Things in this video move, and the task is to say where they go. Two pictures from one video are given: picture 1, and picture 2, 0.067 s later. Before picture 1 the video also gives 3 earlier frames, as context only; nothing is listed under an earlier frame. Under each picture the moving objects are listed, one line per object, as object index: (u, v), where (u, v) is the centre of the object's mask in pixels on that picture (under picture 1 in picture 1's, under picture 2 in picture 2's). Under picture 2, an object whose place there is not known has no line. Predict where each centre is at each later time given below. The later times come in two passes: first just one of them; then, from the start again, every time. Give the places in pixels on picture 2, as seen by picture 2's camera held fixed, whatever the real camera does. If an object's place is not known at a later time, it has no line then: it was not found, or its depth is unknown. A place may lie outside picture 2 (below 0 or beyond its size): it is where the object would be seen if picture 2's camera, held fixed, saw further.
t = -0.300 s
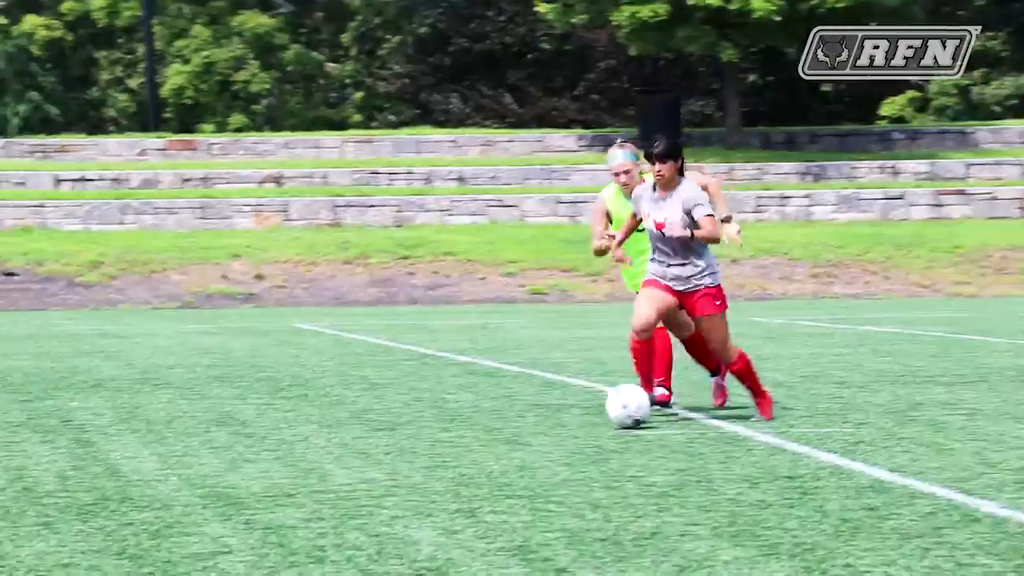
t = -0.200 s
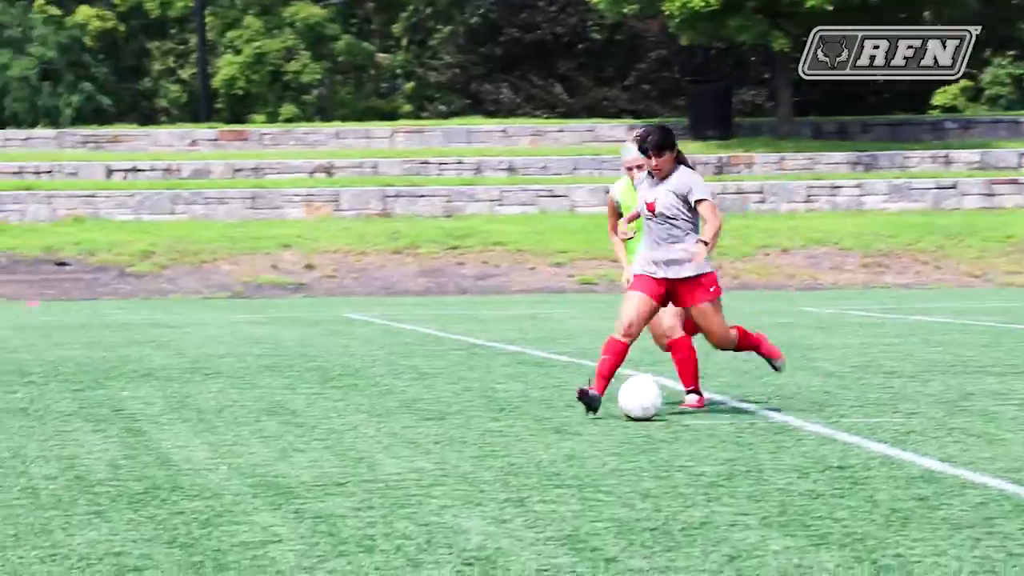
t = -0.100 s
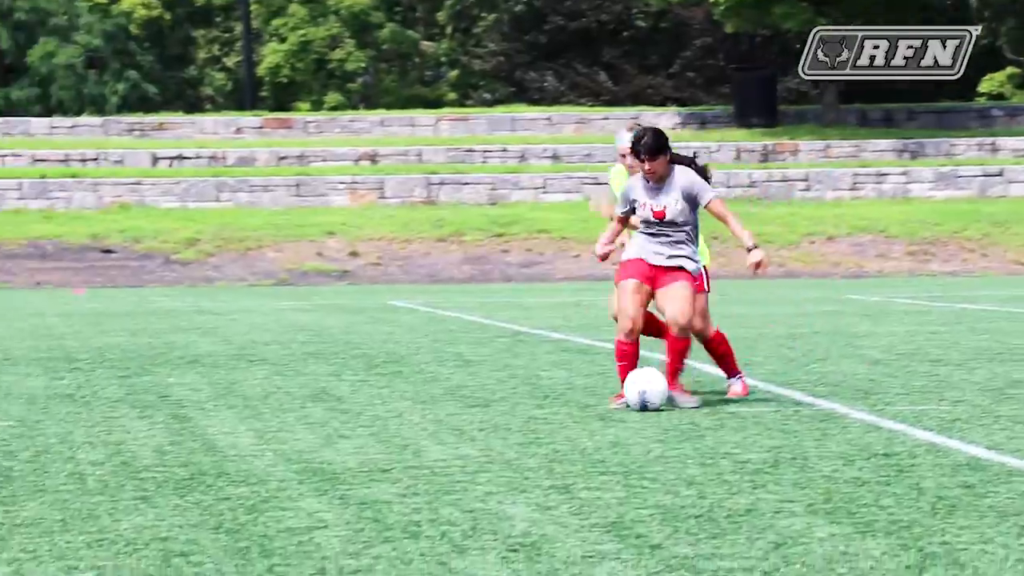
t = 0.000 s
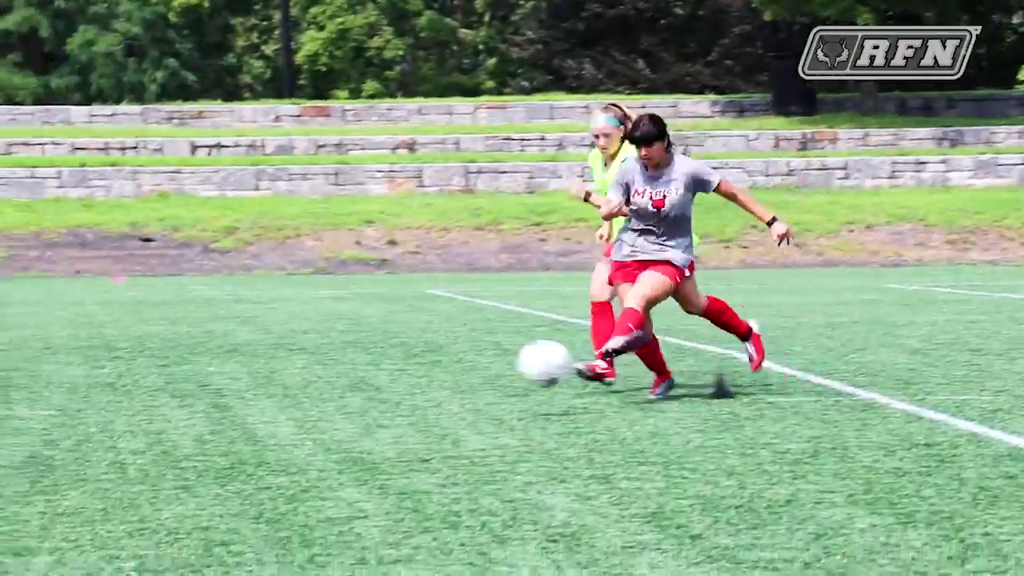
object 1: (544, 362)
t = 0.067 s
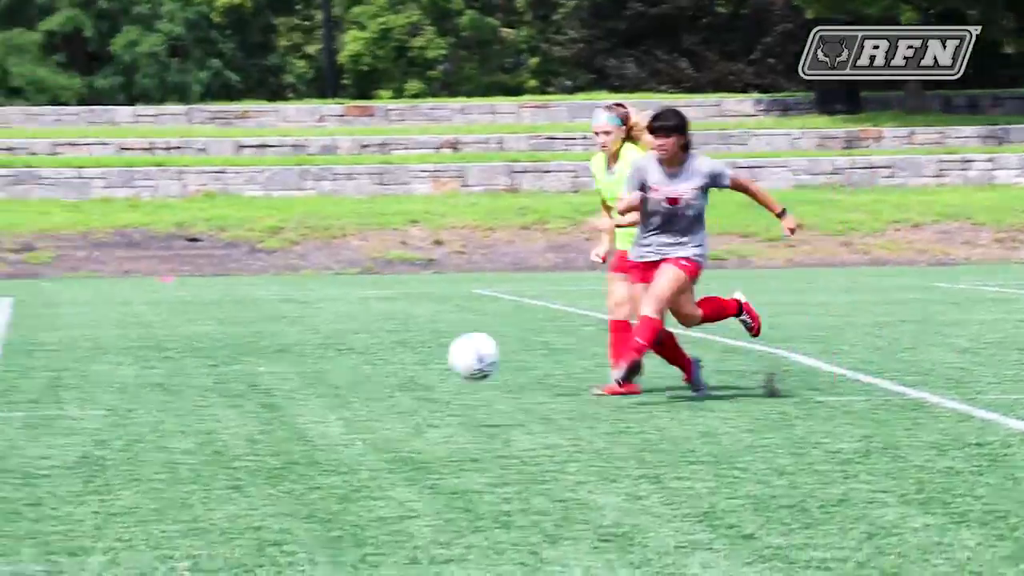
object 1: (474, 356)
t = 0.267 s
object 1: (70, 400)
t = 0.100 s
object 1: (411, 355)
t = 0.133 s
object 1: (347, 356)
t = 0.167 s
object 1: (281, 361)
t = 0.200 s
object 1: (214, 370)
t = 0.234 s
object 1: (145, 383)
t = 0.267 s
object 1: (70, 400)
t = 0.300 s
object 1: (-7, 421)
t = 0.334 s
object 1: (-92, 449)
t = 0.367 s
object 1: (-181, 483)
